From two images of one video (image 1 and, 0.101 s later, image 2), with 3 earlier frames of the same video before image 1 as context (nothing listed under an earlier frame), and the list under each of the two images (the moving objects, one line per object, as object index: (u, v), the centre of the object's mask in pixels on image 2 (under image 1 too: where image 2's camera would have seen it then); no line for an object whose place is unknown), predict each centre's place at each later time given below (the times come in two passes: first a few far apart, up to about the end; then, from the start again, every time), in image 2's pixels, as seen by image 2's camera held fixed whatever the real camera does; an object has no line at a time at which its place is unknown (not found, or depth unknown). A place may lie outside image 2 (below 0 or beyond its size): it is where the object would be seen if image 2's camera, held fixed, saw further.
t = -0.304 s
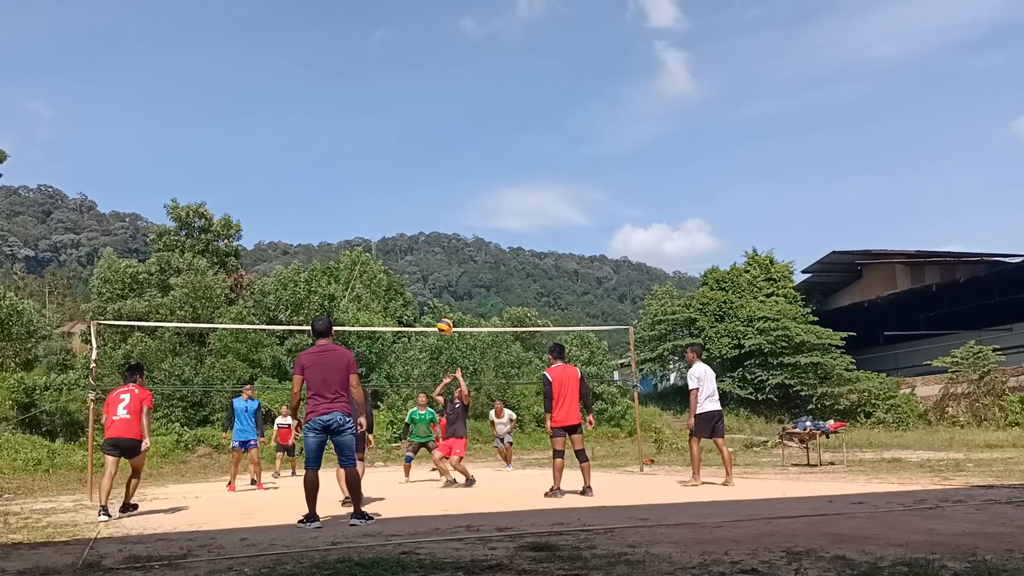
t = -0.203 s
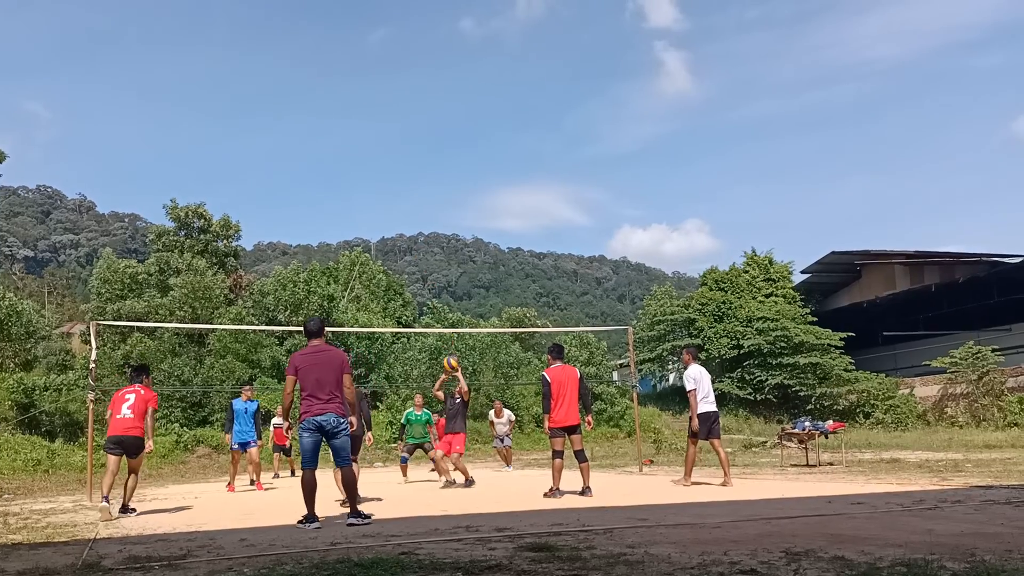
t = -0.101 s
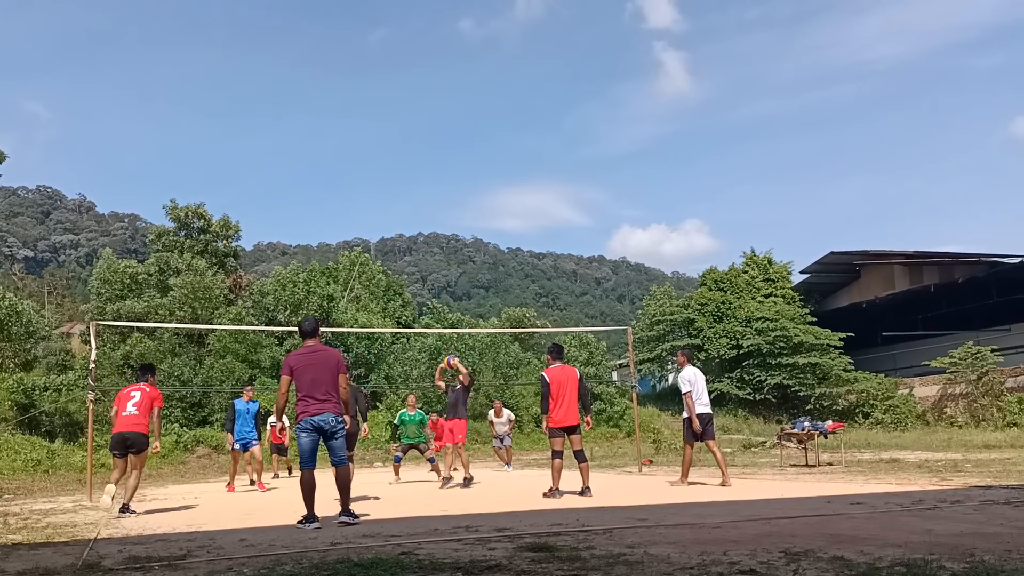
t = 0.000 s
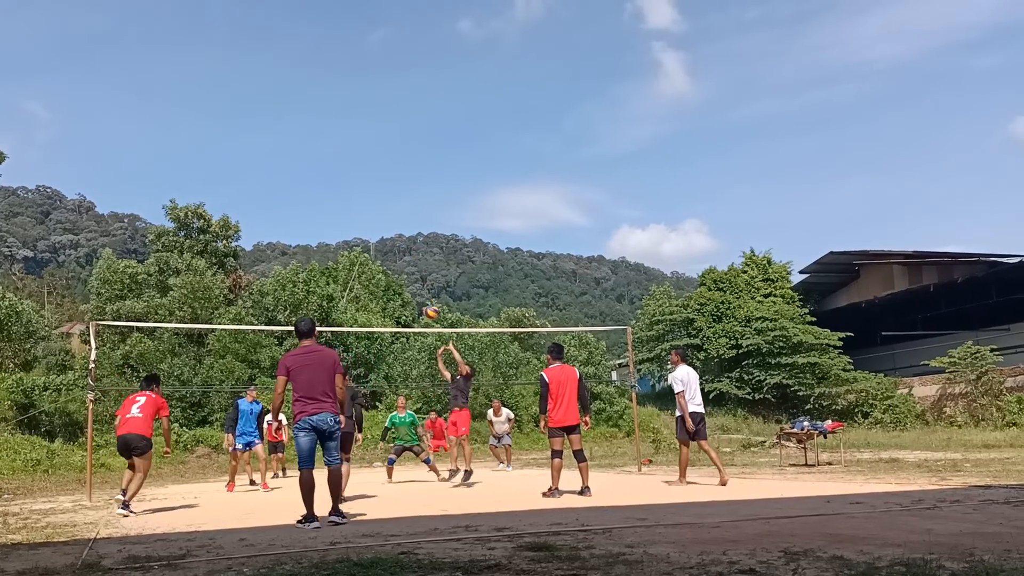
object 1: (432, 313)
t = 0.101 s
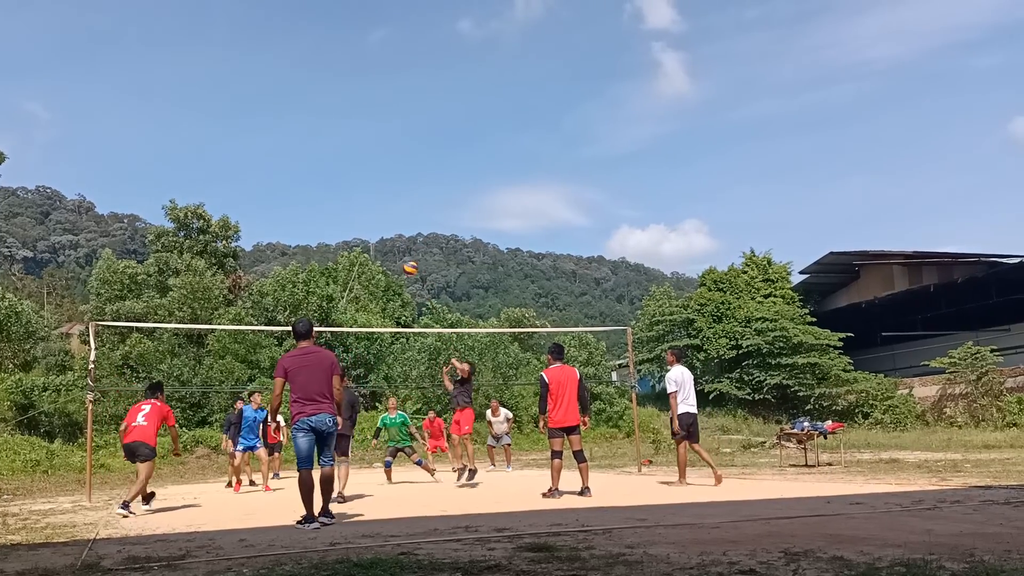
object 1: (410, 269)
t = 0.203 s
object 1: (390, 232)
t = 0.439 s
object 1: (345, 172)
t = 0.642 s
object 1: (309, 151)
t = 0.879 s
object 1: (267, 161)
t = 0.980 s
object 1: (249, 177)
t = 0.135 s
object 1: (403, 255)
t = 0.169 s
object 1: (397, 243)
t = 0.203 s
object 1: (390, 232)
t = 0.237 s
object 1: (383, 221)
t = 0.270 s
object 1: (377, 211)
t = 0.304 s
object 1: (370, 202)
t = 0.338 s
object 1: (364, 193)
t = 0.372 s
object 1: (358, 185)
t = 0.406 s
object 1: (351, 179)
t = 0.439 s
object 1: (345, 172)
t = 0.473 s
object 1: (339, 167)
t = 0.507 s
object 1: (333, 162)
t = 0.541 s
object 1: (327, 158)
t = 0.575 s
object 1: (321, 155)
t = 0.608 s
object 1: (315, 153)
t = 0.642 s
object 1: (309, 151)
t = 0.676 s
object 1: (302, 150)
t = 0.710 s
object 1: (297, 150)
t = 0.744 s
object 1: (290, 151)
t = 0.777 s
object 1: (284, 152)
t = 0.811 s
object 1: (278, 154)
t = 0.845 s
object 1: (272, 157)
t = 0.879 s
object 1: (267, 161)
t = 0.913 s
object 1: (261, 166)
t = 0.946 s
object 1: (255, 171)
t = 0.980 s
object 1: (249, 177)
